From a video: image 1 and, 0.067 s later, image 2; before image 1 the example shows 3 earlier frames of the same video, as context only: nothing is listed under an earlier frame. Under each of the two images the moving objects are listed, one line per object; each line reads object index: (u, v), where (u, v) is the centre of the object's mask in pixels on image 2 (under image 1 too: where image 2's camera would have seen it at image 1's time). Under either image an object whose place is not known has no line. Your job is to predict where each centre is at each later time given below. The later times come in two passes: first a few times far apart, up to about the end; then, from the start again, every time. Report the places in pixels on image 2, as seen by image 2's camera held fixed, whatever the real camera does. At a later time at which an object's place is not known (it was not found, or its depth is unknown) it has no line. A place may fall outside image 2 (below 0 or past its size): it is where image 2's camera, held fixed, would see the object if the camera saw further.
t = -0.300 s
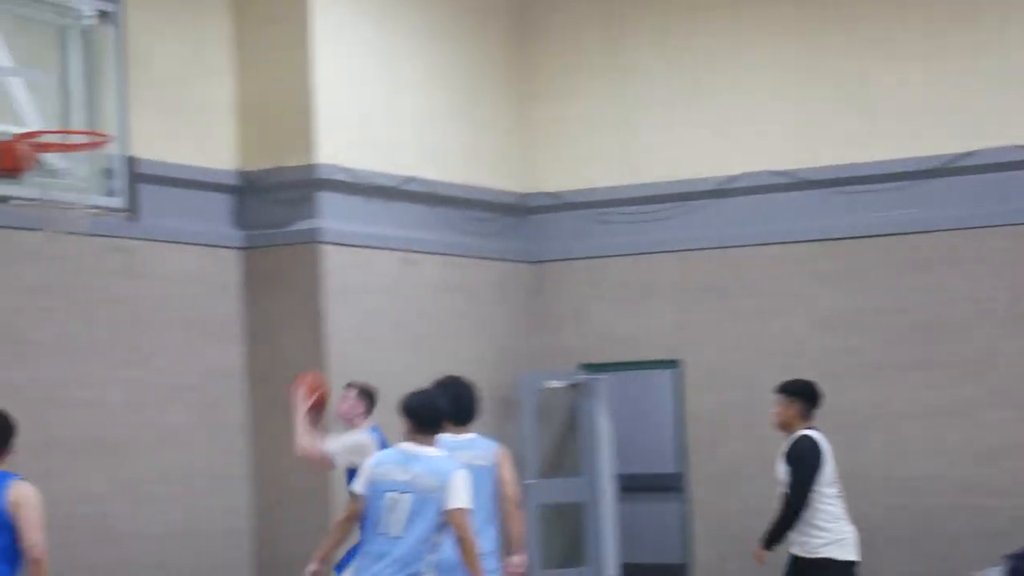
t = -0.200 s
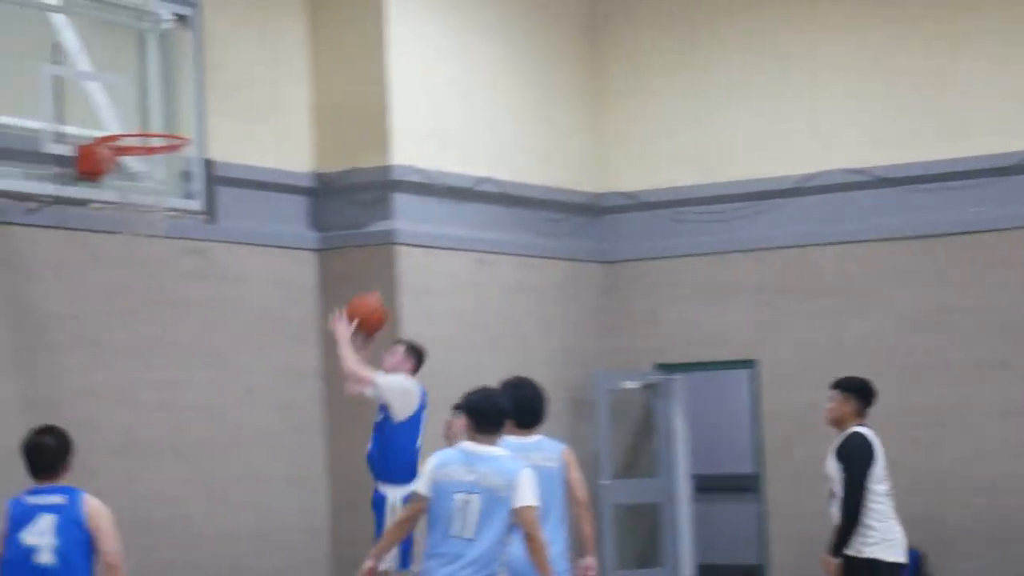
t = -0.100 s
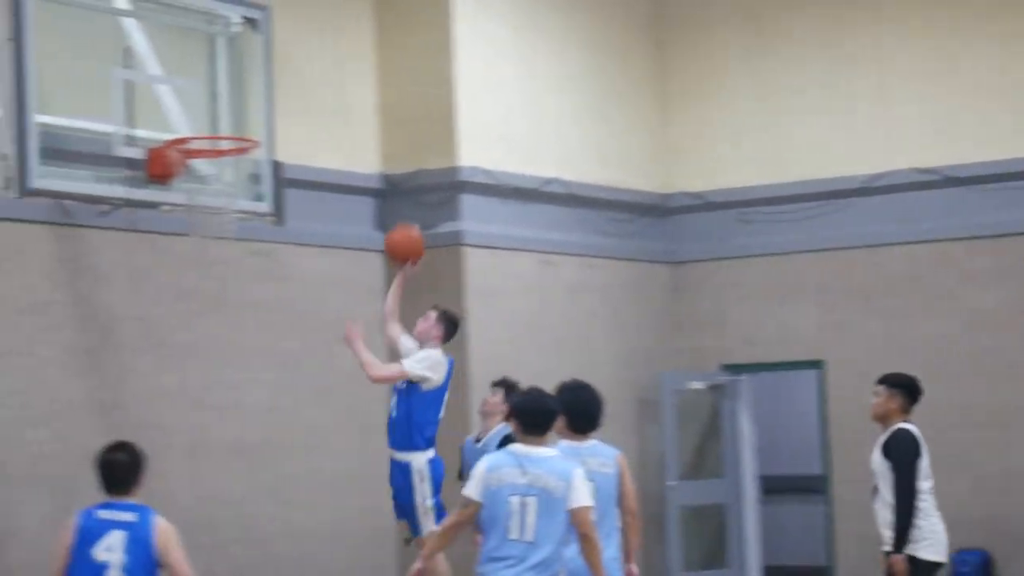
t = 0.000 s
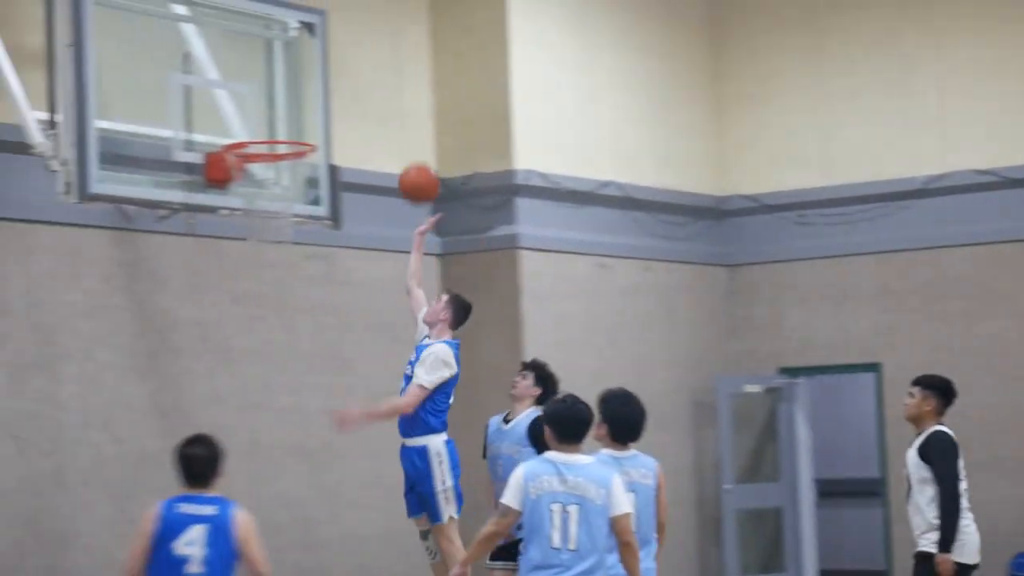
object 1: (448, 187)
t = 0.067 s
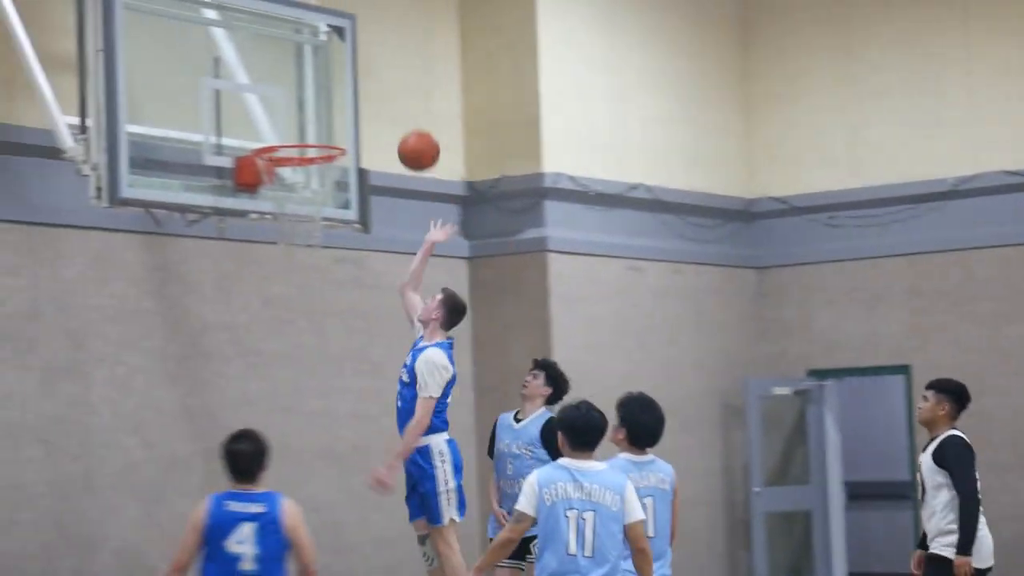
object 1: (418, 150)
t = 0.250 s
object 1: (338, 89)
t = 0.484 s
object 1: (302, 103)
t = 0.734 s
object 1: (289, 217)
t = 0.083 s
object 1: (411, 142)
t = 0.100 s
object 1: (404, 135)
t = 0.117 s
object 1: (396, 128)
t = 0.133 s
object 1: (389, 122)
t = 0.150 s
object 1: (382, 116)
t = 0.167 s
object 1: (375, 110)
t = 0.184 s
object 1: (367, 105)
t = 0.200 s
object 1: (360, 101)
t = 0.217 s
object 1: (353, 96)
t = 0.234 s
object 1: (345, 93)
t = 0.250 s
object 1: (338, 89)
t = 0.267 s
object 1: (331, 87)
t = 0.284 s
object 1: (323, 84)
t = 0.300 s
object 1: (316, 83)
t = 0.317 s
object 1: (313, 82)
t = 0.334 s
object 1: (312, 82)
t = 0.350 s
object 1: (311, 82)
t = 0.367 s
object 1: (310, 83)
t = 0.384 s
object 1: (309, 84)
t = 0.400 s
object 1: (307, 86)
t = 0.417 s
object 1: (306, 88)
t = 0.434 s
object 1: (305, 91)
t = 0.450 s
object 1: (304, 94)
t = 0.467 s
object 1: (303, 99)
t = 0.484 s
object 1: (302, 103)
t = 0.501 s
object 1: (301, 108)
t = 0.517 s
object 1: (299, 113)
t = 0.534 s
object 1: (298, 119)
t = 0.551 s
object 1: (297, 124)
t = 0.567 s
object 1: (296, 129)
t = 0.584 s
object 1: (294, 132)
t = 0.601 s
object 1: (293, 136)
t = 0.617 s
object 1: (292, 159)
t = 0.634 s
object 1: (289, 169)
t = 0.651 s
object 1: (288, 176)
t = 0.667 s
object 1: (288, 187)
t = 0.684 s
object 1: (287, 196)
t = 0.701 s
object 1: (288, 204)
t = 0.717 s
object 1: (289, 210)
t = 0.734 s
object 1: (289, 217)
